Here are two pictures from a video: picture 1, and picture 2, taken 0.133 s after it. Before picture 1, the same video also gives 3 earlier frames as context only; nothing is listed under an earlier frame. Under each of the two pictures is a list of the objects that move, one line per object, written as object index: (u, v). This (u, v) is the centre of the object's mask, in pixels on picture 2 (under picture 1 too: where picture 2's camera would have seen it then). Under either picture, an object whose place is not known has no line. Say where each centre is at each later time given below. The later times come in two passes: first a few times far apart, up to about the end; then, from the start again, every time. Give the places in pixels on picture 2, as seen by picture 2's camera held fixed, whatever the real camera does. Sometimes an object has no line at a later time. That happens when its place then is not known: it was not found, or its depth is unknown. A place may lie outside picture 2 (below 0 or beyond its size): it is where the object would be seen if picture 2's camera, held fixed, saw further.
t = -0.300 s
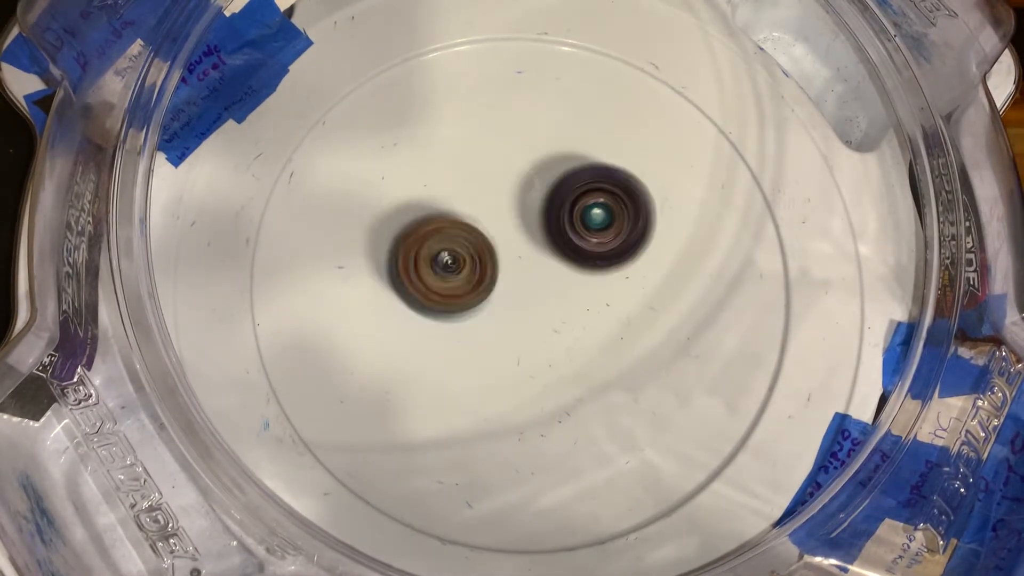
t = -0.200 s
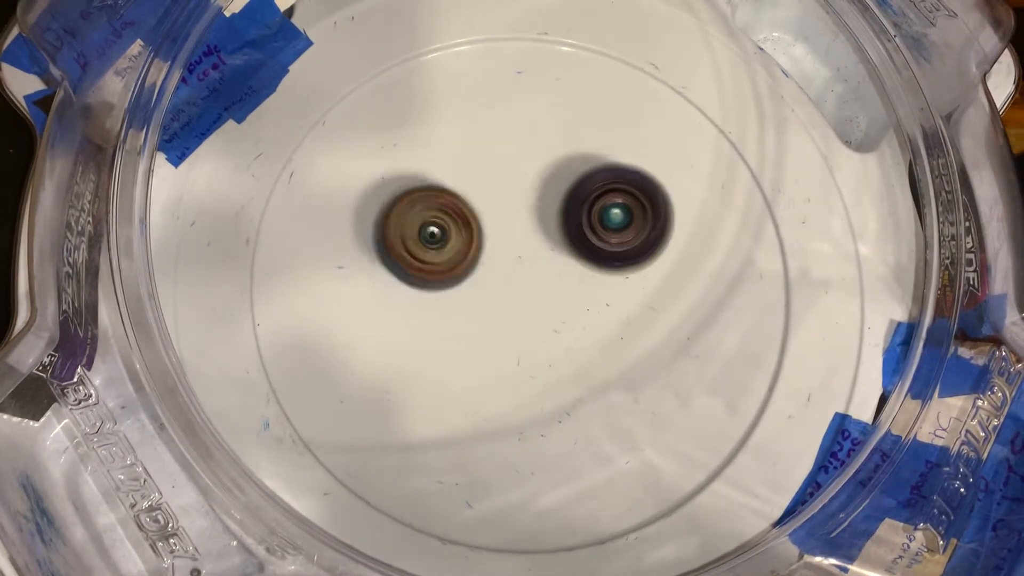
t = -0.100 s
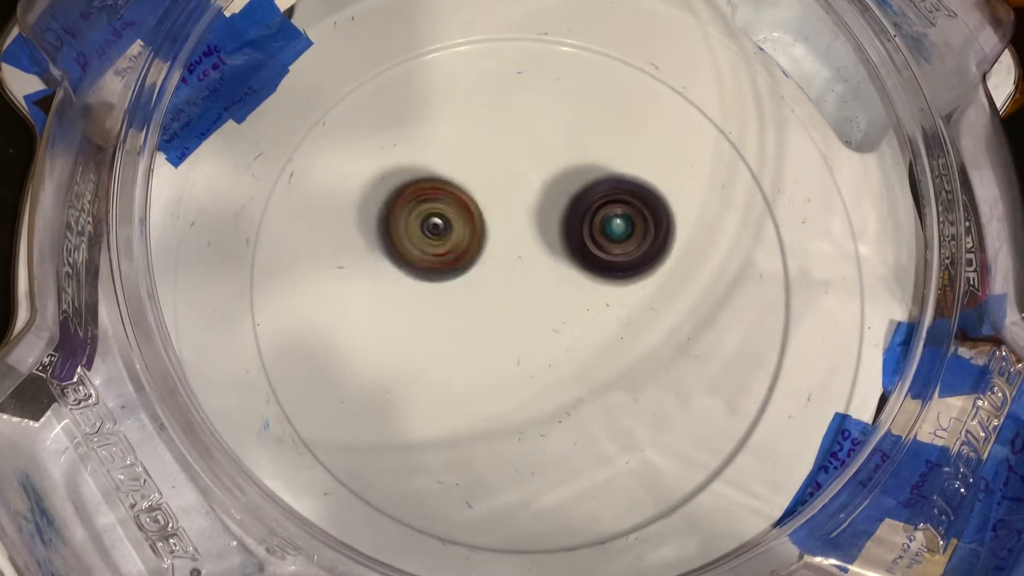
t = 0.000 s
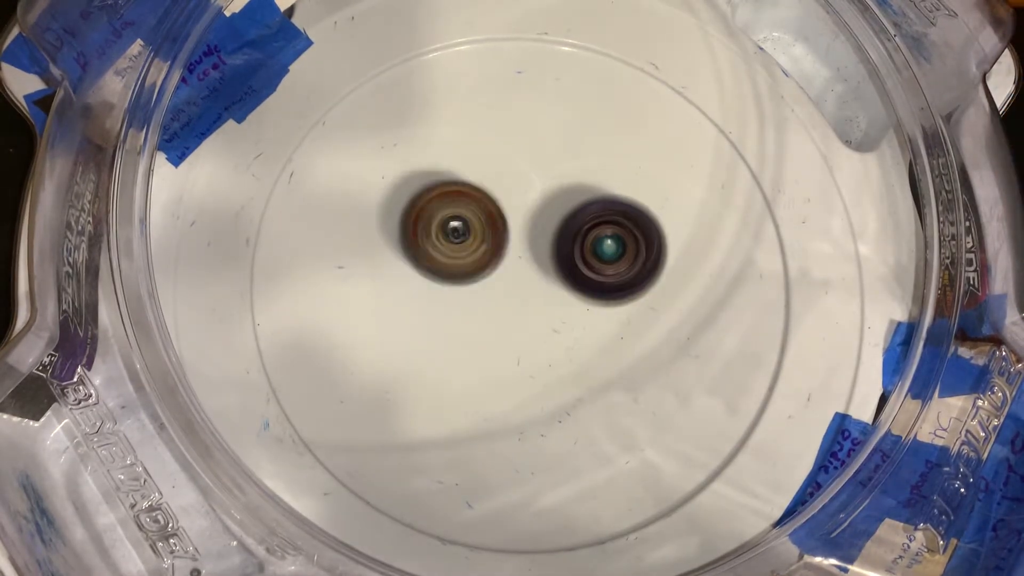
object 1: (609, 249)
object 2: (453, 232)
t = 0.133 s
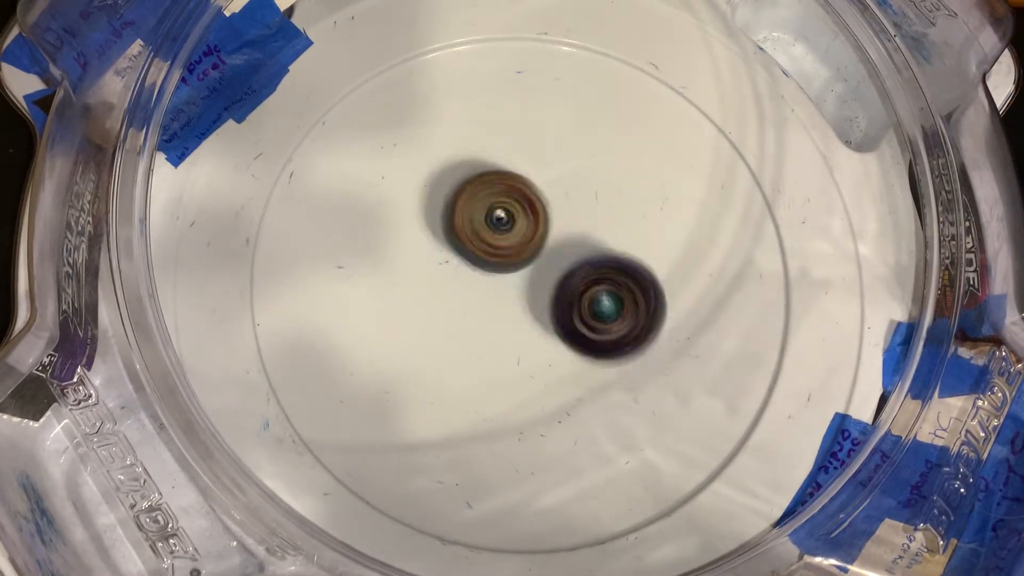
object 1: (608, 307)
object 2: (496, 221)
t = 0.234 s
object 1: (618, 350)
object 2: (499, 196)
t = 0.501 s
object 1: (597, 424)
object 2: (519, 225)
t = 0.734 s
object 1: (525, 414)
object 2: (589, 298)
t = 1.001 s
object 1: (459, 334)
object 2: (607, 313)
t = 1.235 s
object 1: (440, 242)
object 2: (537, 325)
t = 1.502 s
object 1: (486, 175)
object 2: (529, 352)
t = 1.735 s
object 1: (555, 177)
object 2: (506, 305)
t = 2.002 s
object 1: (606, 248)
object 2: (470, 251)
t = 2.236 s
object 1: (594, 330)
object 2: (489, 256)
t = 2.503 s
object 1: (524, 389)
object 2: (545, 271)
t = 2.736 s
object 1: (449, 375)
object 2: (573, 286)
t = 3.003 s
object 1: (423, 297)
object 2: (550, 304)
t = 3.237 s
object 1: (453, 223)
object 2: (565, 346)
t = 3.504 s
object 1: (535, 207)
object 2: (574, 342)
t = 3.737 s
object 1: (602, 231)
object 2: (507, 341)
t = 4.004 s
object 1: (603, 306)
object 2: (474, 324)
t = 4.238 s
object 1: (564, 348)
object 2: (484, 293)
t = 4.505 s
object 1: (491, 385)
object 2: (533, 149)
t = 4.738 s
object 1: (462, 337)
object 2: (496, 140)
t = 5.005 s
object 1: (505, 281)
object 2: (459, 184)
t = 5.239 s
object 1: (601, 375)
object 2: (491, 220)
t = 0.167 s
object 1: (612, 325)
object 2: (498, 210)
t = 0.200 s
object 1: (615, 338)
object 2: (497, 201)
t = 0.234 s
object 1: (618, 350)
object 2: (499, 196)
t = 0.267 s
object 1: (619, 361)
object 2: (500, 192)
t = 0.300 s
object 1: (619, 371)
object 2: (501, 192)
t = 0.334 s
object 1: (619, 382)
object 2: (504, 191)
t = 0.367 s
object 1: (616, 392)
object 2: (504, 193)
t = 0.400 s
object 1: (613, 400)
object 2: (506, 198)
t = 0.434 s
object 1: (609, 410)
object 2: (509, 205)
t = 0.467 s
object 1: (604, 417)
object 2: (514, 214)
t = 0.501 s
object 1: (597, 424)
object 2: (519, 225)
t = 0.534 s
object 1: (589, 427)
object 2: (525, 236)
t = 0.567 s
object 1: (580, 429)
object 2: (533, 247)
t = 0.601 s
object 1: (570, 430)
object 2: (545, 259)
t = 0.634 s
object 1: (558, 428)
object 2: (556, 272)
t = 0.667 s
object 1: (547, 424)
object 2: (567, 282)
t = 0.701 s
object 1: (536, 420)
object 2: (578, 290)
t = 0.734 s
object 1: (525, 414)
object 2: (589, 298)
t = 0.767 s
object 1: (515, 407)
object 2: (599, 303)
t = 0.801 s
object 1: (504, 398)
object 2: (608, 309)
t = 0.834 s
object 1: (494, 389)
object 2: (613, 311)
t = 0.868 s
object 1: (486, 380)
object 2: (616, 313)
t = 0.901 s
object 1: (478, 369)
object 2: (619, 313)
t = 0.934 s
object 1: (470, 357)
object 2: (616, 313)
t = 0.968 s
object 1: (464, 346)
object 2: (613, 313)
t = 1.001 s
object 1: (459, 334)
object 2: (607, 313)
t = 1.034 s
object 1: (454, 322)
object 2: (600, 311)
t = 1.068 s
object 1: (450, 309)
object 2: (588, 311)
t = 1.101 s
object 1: (446, 296)
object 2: (577, 311)
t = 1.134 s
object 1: (444, 284)
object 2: (566, 311)
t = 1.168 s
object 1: (443, 272)
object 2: (553, 312)
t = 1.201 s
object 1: (441, 257)
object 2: (541, 318)
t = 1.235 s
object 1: (440, 242)
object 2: (537, 325)
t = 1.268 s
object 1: (443, 231)
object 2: (532, 336)
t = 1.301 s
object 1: (446, 220)
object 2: (532, 343)
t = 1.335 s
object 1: (450, 210)
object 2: (529, 350)
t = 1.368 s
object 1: (455, 202)
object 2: (531, 355)
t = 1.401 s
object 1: (462, 194)
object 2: (530, 356)
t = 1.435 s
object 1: (469, 186)
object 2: (531, 356)
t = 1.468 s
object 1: (477, 180)
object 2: (529, 356)
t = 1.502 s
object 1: (486, 175)
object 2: (529, 352)
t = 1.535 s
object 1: (495, 171)
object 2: (526, 349)
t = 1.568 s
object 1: (504, 168)
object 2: (524, 343)
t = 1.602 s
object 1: (515, 167)
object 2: (521, 339)
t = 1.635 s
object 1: (525, 167)
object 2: (518, 329)
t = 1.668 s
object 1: (535, 170)
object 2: (514, 321)
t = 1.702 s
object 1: (546, 173)
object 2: (510, 313)
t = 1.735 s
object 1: (555, 177)
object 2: (506, 305)
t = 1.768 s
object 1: (564, 183)
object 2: (500, 297)
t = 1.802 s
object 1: (573, 189)
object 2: (495, 287)
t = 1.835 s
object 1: (581, 197)
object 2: (490, 280)
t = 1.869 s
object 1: (587, 206)
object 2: (486, 272)
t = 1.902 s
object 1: (594, 216)
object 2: (480, 265)
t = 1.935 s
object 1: (599, 226)
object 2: (476, 258)
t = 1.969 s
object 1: (603, 237)
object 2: (473, 256)
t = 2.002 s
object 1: (606, 248)
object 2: (470, 251)
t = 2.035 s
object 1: (607, 260)
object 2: (469, 251)
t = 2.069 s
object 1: (608, 272)
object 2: (469, 250)
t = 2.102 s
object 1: (608, 284)
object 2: (472, 250)
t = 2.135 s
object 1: (606, 296)
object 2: (474, 251)
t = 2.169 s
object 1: (604, 307)
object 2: (479, 253)
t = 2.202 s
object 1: (600, 319)
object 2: (483, 253)
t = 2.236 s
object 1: (594, 330)
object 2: (489, 256)
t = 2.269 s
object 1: (588, 340)
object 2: (495, 259)
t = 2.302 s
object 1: (581, 350)
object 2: (501, 261)
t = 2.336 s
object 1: (574, 358)
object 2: (511, 265)
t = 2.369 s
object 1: (566, 368)
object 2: (518, 266)
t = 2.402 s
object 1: (556, 375)
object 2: (526, 269)
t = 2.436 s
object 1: (546, 381)
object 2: (533, 268)
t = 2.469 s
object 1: (536, 386)
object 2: (539, 269)
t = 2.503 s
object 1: (524, 389)
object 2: (545, 271)
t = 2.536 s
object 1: (514, 391)
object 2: (550, 272)
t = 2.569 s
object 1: (502, 392)
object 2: (556, 276)
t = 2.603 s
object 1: (491, 391)
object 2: (562, 277)
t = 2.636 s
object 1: (479, 389)
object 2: (566, 280)
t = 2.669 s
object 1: (468, 386)
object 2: (569, 281)
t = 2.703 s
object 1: (459, 381)
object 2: (572, 284)
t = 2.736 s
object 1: (449, 375)
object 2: (573, 286)
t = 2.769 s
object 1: (441, 368)
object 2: (572, 288)
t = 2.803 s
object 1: (435, 360)
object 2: (574, 291)
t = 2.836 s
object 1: (429, 350)
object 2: (570, 293)
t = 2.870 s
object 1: (426, 341)
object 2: (569, 297)
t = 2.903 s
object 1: (423, 330)
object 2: (564, 298)
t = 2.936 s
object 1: (422, 319)
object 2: (561, 301)
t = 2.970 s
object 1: (422, 308)
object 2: (555, 302)
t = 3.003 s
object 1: (423, 297)
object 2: (550, 304)
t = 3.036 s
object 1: (427, 287)
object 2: (543, 306)
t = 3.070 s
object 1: (430, 276)
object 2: (537, 309)
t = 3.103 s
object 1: (428, 260)
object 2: (542, 319)
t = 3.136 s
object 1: (432, 248)
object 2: (545, 326)
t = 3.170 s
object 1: (438, 239)
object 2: (552, 329)
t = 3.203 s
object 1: (445, 230)
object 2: (560, 339)
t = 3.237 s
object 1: (453, 223)
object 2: (565, 346)
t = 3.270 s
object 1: (462, 216)
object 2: (570, 352)
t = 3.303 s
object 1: (472, 212)
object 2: (573, 355)
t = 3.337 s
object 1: (482, 207)
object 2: (576, 356)
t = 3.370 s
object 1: (493, 205)
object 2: (577, 356)
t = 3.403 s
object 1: (503, 203)
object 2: (579, 353)
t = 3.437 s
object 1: (514, 204)
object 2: (579, 353)
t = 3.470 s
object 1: (525, 204)
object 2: (576, 348)
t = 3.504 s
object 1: (535, 207)
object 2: (574, 342)
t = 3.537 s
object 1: (546, 211)
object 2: (567, 333)
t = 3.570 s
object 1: (557, 217)
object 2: (562, 325)
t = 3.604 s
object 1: (569, 213)
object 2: (551, 329)
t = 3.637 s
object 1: (579, 214)
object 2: (542, 330)
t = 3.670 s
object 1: (588, 218)
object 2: (532, 335)
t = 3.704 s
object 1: (596, 225)
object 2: (517, 339)
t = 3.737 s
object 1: (602, 231)
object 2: (507, 341)
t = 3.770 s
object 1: (608, 240)
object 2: (497, 345)
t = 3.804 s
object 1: (611, 249)
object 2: (491, 344)
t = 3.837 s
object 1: (613, 258)
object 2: (486, 345)
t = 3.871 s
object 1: (615, 267)
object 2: (480, 343)
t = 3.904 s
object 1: (614, 277)
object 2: (477, 338)
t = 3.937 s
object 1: (612, 287)
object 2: (477, 337)
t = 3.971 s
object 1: (608, 297)
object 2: (473, 334)
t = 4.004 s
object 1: (603, 306)
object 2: (474, 324)
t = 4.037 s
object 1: (597, 315)
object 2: (479, 321)
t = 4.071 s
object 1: (600, 323)
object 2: (470, 313)
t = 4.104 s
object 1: (599, 330)
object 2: (465, 297)
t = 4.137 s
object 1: (592, 337)
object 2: (470, 289)
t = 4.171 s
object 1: (581, 342)
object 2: (475, 288)
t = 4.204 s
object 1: (573, 344)
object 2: (479, 290)
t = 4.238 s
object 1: (564, 348)
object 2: (484, 293)
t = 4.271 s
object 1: (552, 356)
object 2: (492, 289)
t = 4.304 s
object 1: (543, 365)
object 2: (502, 272)
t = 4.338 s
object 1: (532, 377)
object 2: (512, 251)
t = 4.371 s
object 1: (524, 382)
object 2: (523, 223)
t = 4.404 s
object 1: (516, 385)
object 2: (532, 200)
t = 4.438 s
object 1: (508, 386)
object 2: (536, 178)
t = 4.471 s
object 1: (500, 387)
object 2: (537, 161)
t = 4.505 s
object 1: (491, 385)
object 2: (533, 149)
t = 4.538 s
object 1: (484, 381)
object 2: (526, 143)
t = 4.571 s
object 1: (478, 377)
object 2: (518, 140)
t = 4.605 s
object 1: (472, 371)
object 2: (512, 139)
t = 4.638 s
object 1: (466, 362)
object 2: (507, 139)
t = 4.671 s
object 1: (464, 354)
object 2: (503, 138)
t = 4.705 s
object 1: (463, 346)
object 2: (500, 139)
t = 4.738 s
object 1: (462, 337)
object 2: (496, 140)
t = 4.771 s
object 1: (464, 327)
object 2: (492, 142)
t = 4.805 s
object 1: (467, 318)
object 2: (488, 143)
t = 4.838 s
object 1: (471, 310)
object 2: (484, 145)
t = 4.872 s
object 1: (476, 303)
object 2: (479, 148)
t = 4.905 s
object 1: (481, 295)
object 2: (472, 153)
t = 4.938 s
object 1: (489, 289)
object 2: (465, 160)
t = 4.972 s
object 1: (497, 284)
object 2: (460, 170)
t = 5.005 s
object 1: (505, 281)
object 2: (459, 184)
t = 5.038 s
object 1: (515, 284)
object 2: (460, 199)
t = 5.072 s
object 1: (523, 295)
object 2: (464, 207)
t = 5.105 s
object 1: (536, 312)
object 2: (469, 208)
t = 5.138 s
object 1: (553, 328)
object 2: (473, 211)
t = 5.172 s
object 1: (569, 349)
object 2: (478, 214)
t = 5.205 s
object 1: (585, 363)
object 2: (484, 217)
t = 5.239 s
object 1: (601, 375)
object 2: (491, 220)
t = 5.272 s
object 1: (618, 382)
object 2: (498, 221)
